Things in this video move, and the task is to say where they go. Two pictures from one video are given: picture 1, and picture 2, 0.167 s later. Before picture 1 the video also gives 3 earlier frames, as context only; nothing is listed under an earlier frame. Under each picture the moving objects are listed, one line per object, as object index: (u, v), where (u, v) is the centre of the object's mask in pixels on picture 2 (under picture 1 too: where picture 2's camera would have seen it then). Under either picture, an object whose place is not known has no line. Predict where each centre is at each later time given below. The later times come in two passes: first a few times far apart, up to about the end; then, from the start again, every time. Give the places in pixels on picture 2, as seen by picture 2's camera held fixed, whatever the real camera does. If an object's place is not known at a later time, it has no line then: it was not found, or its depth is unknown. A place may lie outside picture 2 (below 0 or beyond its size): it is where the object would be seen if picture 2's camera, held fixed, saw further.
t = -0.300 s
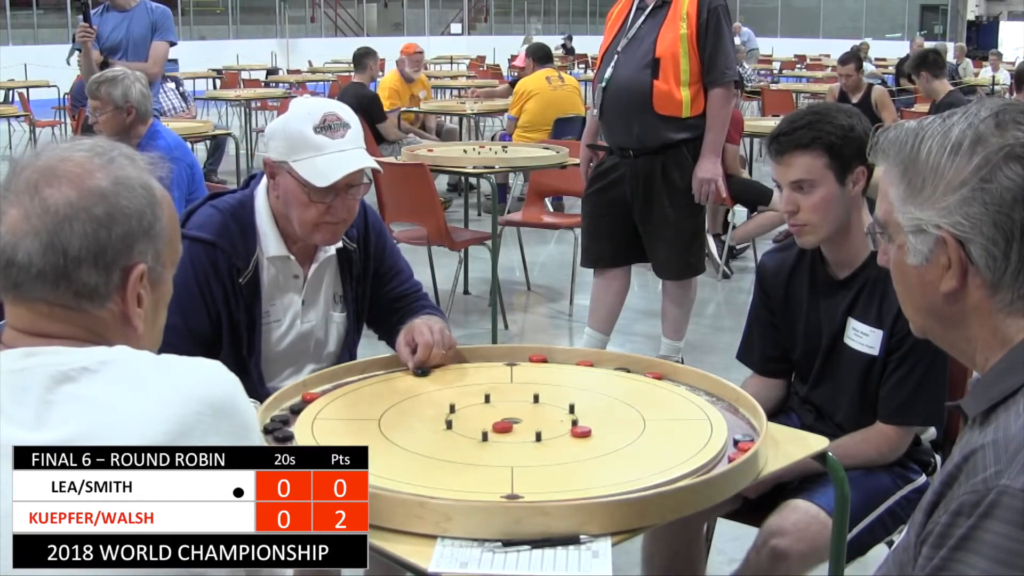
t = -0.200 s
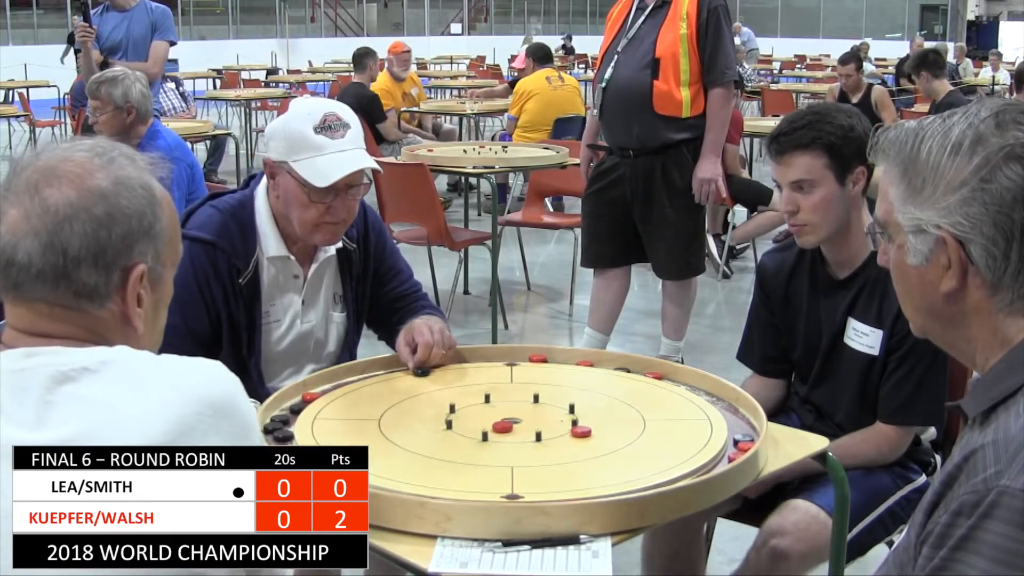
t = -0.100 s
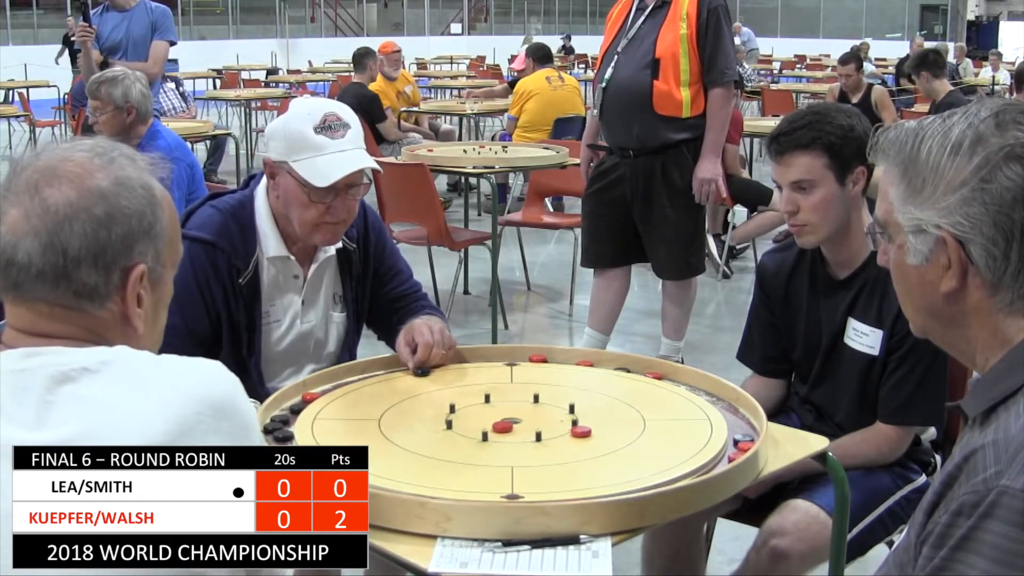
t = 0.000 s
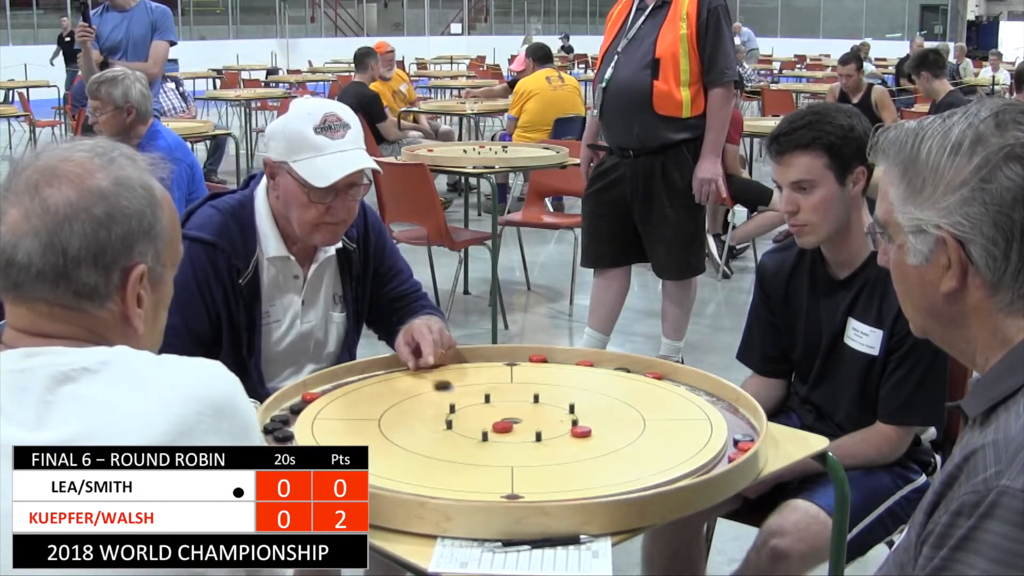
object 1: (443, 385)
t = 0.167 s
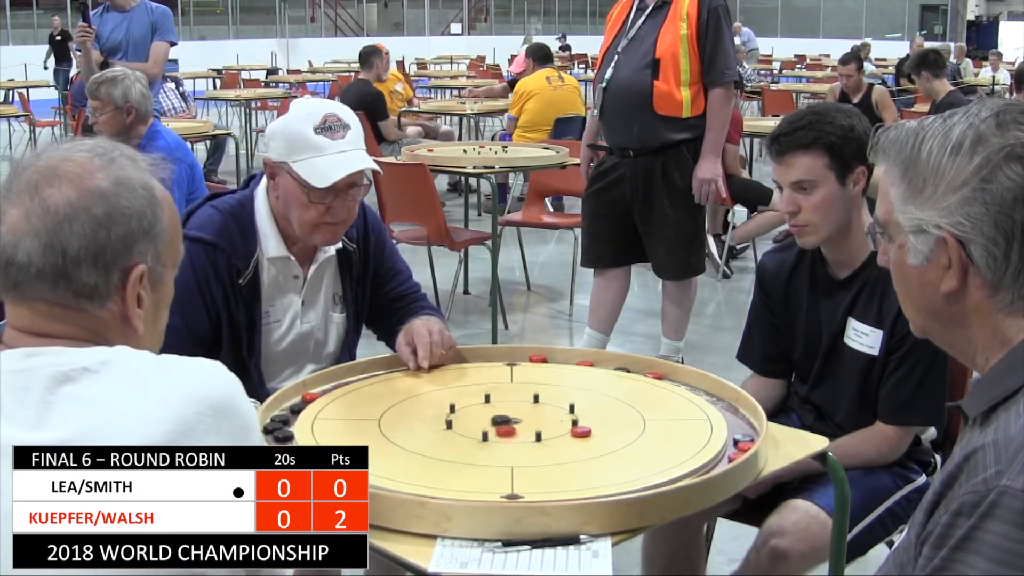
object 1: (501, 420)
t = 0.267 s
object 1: (515, 421)
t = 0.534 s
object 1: (522, 421)
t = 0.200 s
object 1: (506, 421)
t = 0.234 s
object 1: (511, 421)
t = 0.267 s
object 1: (515, 421)
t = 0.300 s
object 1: (519, 421)
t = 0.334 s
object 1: (521, 421)
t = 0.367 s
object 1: (522, 421)
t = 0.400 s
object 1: (522, 421)
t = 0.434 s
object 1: (522, 421)
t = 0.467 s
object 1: (522, 421)
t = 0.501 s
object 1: (522, 421)
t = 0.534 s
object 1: (522, 421)
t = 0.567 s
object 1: (522, 421)
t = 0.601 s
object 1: (522, 421)
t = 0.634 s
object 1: (522, 421)
